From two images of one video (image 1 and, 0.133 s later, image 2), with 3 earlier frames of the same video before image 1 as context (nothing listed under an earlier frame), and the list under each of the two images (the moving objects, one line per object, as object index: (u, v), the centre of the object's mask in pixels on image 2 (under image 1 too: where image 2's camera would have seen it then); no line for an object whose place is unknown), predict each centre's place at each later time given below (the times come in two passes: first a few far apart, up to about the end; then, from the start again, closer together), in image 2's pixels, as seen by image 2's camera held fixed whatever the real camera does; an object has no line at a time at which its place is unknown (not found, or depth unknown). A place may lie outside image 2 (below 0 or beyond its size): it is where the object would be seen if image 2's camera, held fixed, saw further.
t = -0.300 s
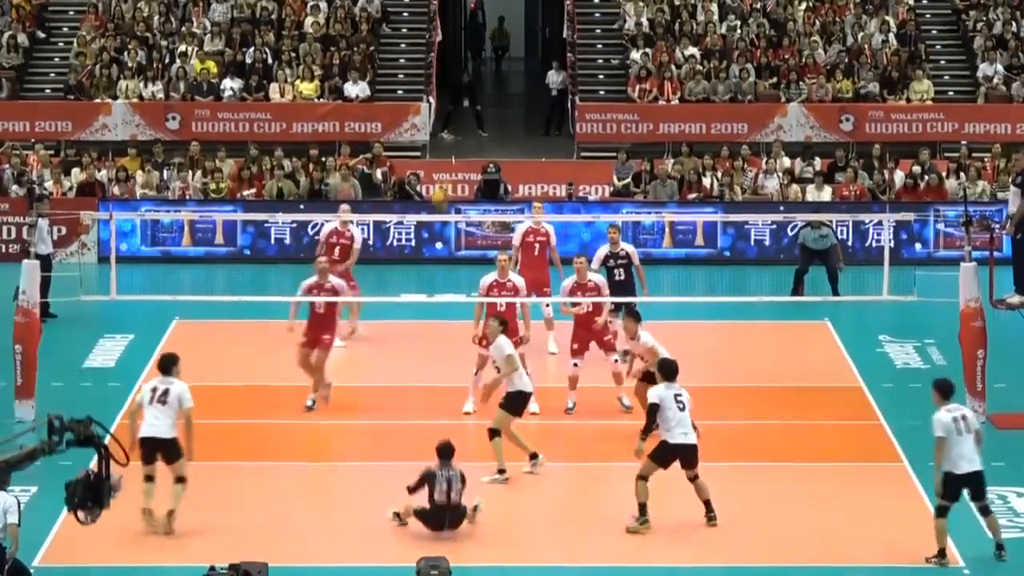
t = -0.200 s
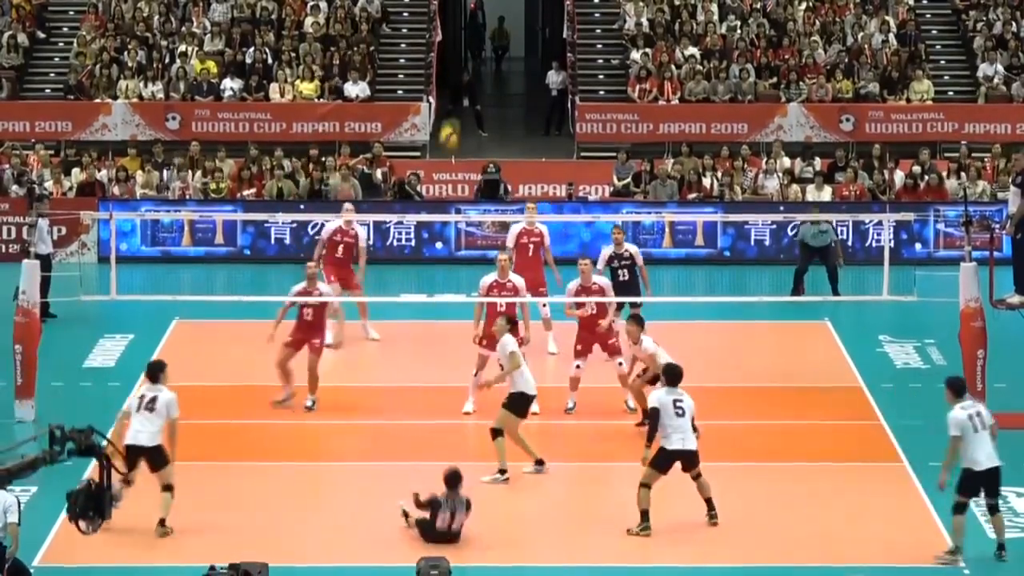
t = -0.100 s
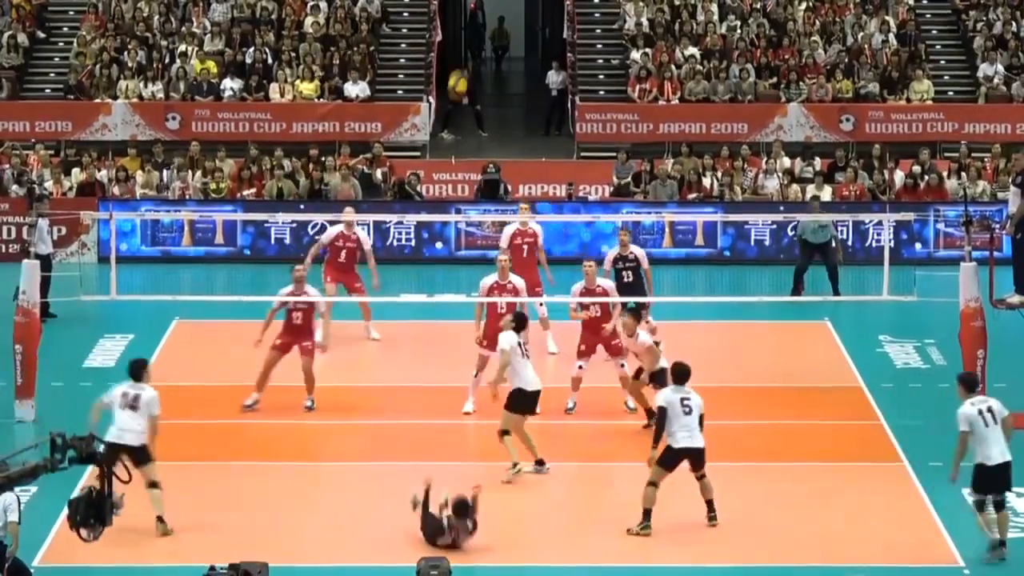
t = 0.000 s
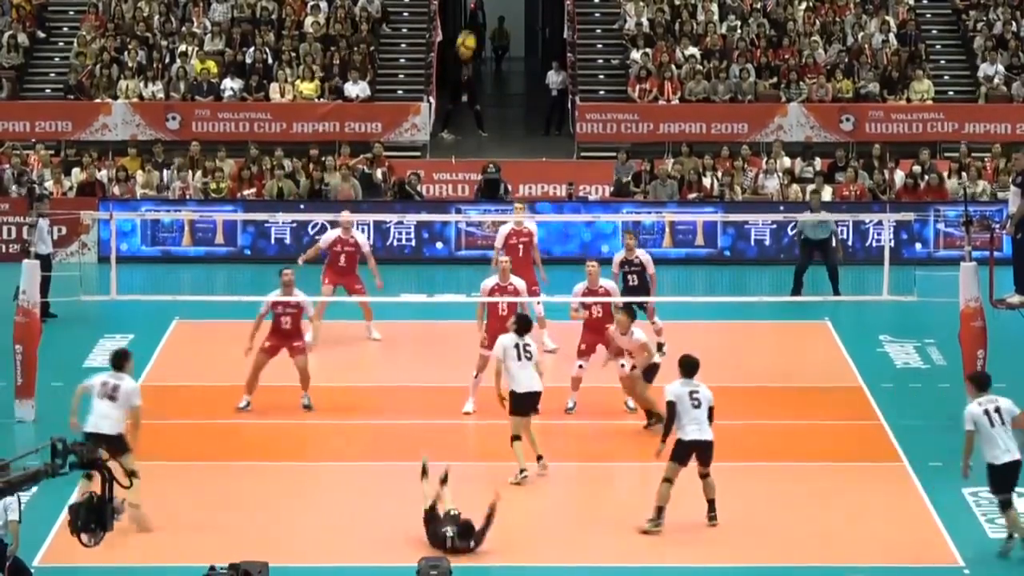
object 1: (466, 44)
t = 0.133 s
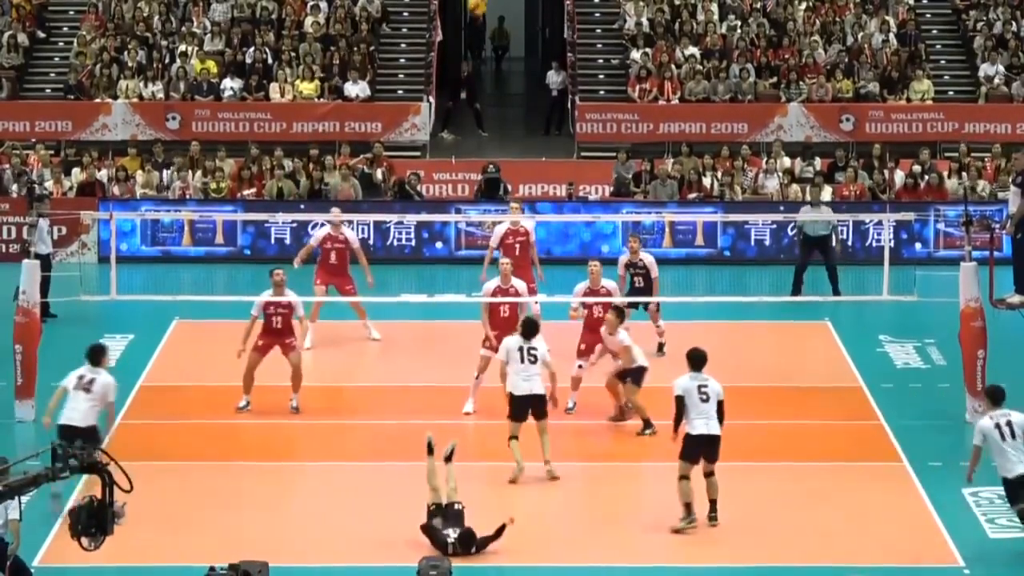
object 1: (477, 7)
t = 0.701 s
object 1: (526, 11)
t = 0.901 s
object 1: (542, 74)
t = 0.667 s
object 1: (523, 5)
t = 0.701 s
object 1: (526, 11)
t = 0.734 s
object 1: (529, 20)
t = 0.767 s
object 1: (531, 29)
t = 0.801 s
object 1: (534, 38)
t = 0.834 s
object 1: (537, 50)
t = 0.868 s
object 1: (540, 62)
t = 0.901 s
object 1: (542, 74)
